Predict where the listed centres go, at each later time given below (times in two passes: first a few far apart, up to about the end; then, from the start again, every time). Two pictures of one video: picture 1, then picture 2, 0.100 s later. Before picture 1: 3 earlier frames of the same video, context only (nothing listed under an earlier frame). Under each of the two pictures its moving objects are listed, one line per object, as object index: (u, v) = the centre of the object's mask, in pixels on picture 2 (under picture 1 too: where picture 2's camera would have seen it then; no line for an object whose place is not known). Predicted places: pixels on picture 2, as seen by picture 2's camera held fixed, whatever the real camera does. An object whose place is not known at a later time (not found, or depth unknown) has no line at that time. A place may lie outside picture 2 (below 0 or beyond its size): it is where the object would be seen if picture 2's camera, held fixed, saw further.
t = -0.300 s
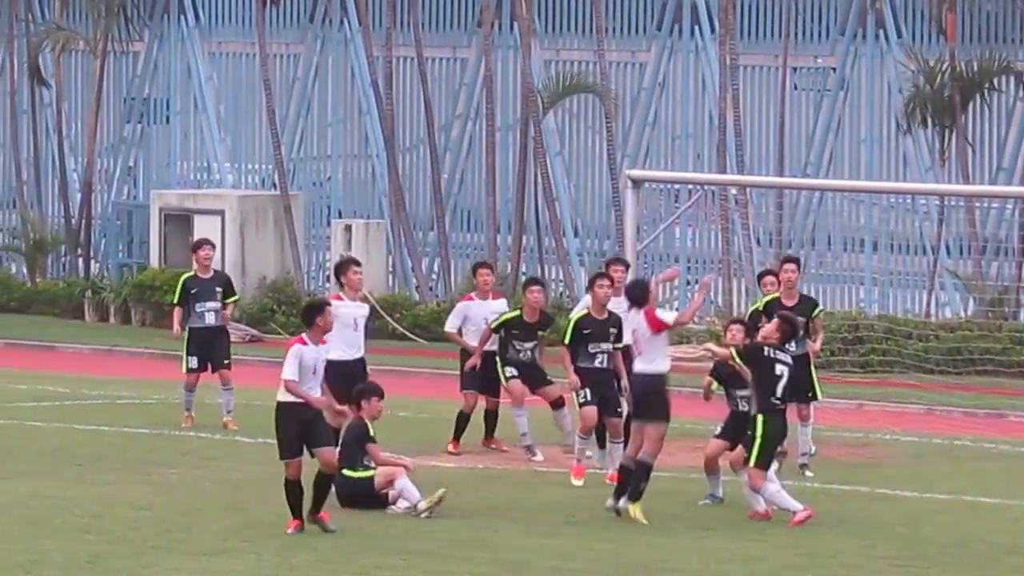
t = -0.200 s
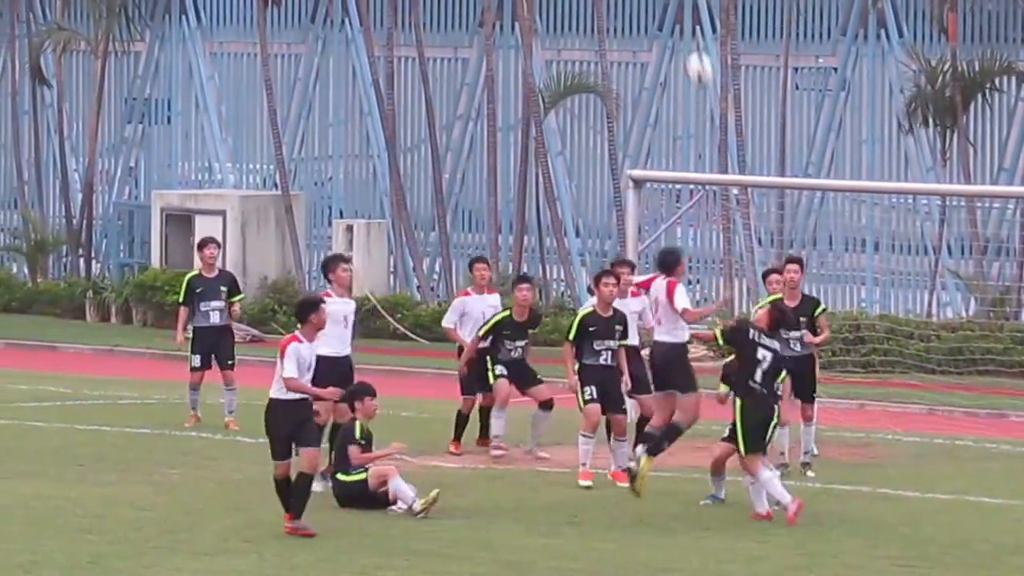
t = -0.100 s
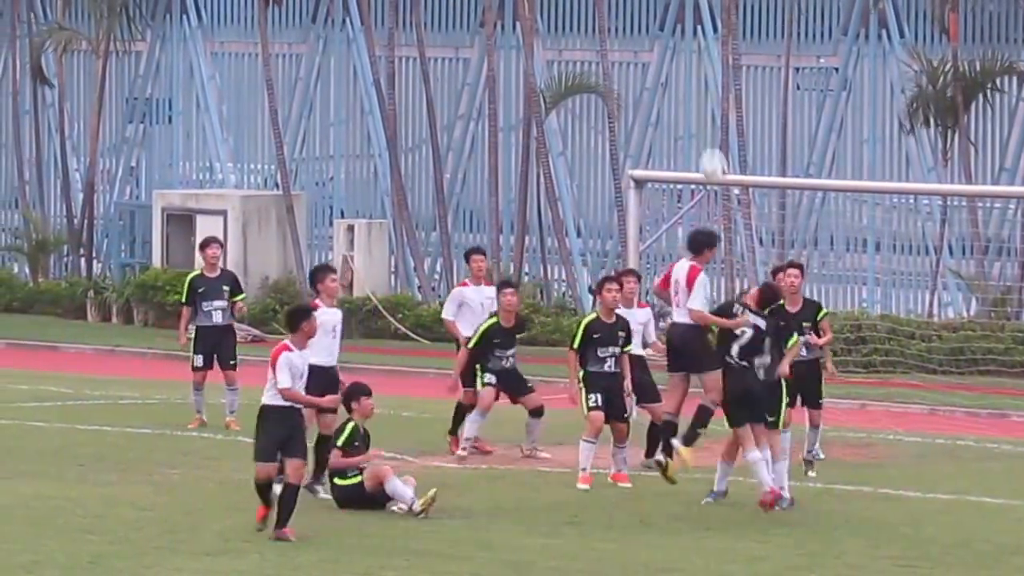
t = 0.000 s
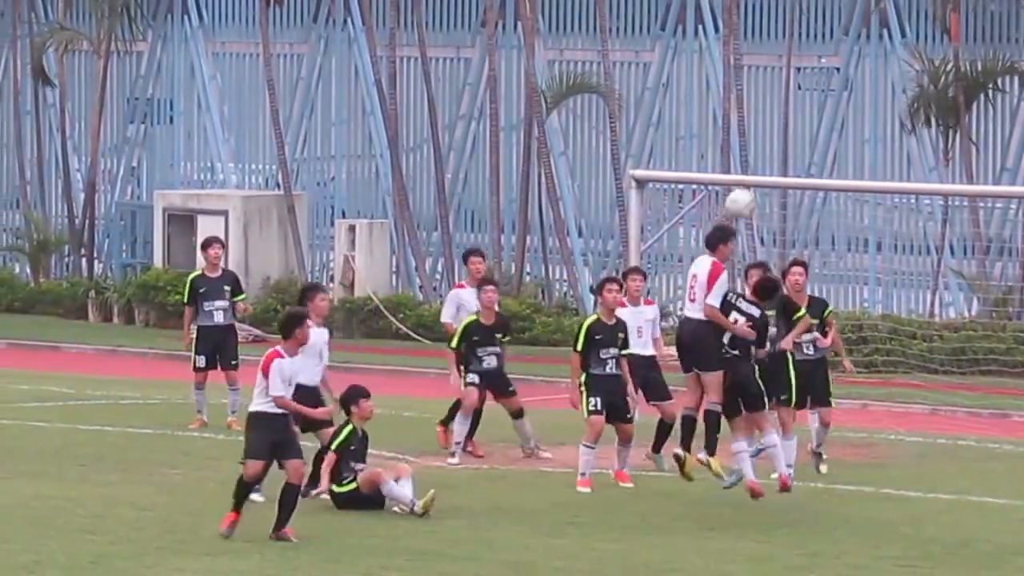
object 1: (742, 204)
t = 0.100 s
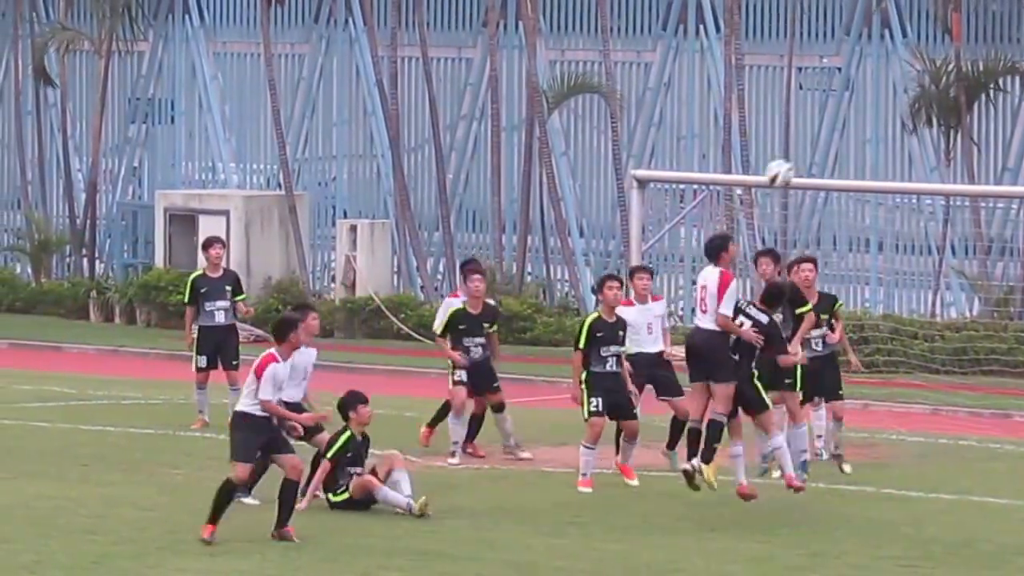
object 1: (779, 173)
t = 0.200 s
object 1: (815, 157)
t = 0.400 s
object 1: (886, 161)
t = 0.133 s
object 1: (790, 166)
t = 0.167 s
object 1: (804, 160)
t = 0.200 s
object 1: (815, 157)
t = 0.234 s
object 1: (828, 154)
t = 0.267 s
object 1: (839, 153)
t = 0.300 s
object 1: (850, 153)
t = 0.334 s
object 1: (862, 155)
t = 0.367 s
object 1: (874, 157)
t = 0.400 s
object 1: (886, 161)
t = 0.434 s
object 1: (898, 167)
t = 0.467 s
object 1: (909, 175)
